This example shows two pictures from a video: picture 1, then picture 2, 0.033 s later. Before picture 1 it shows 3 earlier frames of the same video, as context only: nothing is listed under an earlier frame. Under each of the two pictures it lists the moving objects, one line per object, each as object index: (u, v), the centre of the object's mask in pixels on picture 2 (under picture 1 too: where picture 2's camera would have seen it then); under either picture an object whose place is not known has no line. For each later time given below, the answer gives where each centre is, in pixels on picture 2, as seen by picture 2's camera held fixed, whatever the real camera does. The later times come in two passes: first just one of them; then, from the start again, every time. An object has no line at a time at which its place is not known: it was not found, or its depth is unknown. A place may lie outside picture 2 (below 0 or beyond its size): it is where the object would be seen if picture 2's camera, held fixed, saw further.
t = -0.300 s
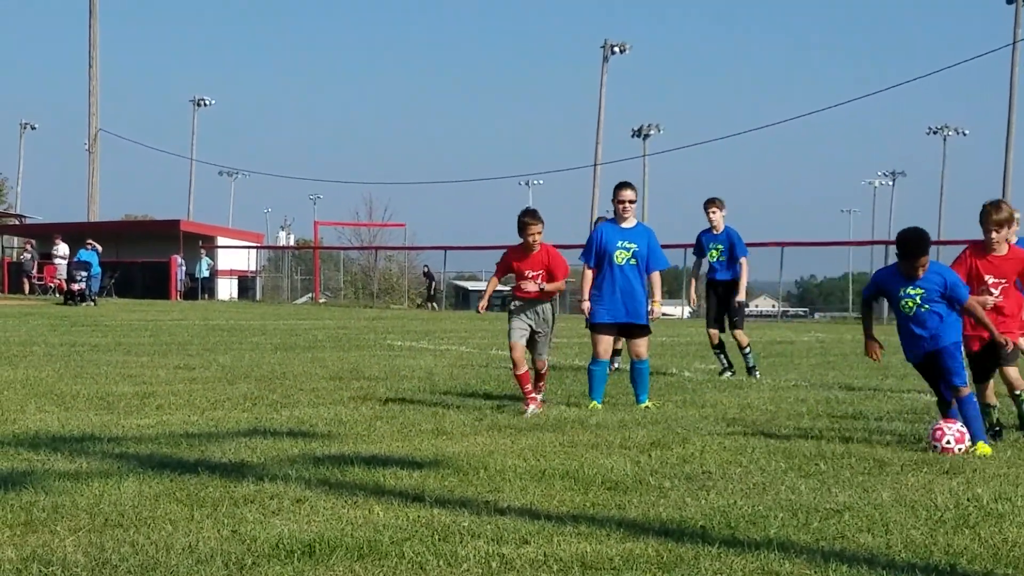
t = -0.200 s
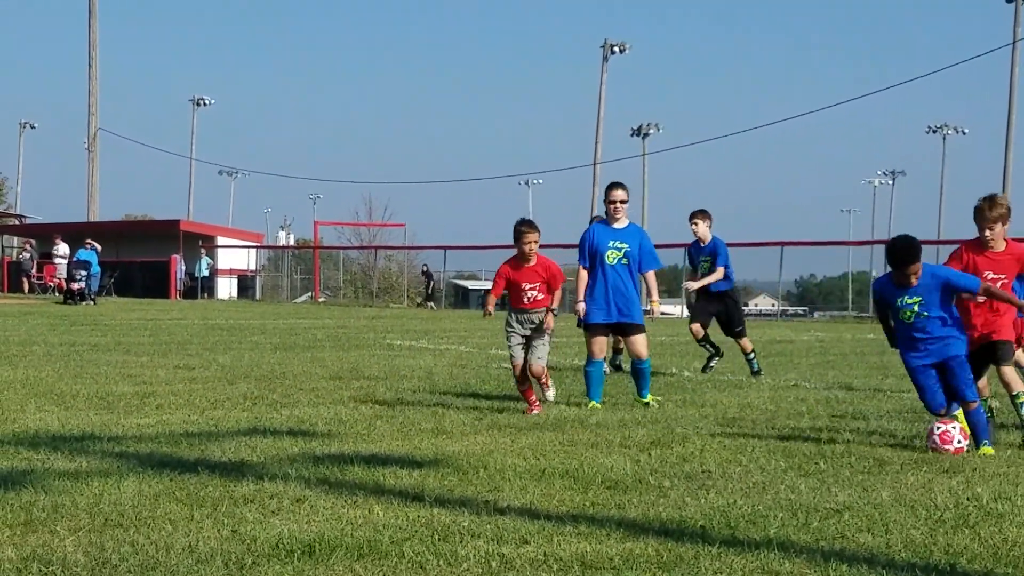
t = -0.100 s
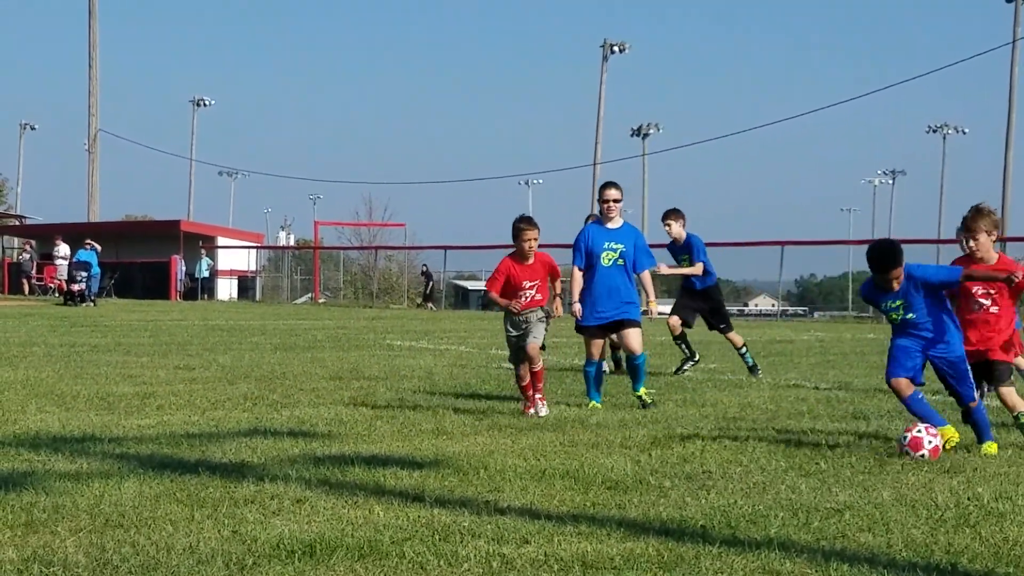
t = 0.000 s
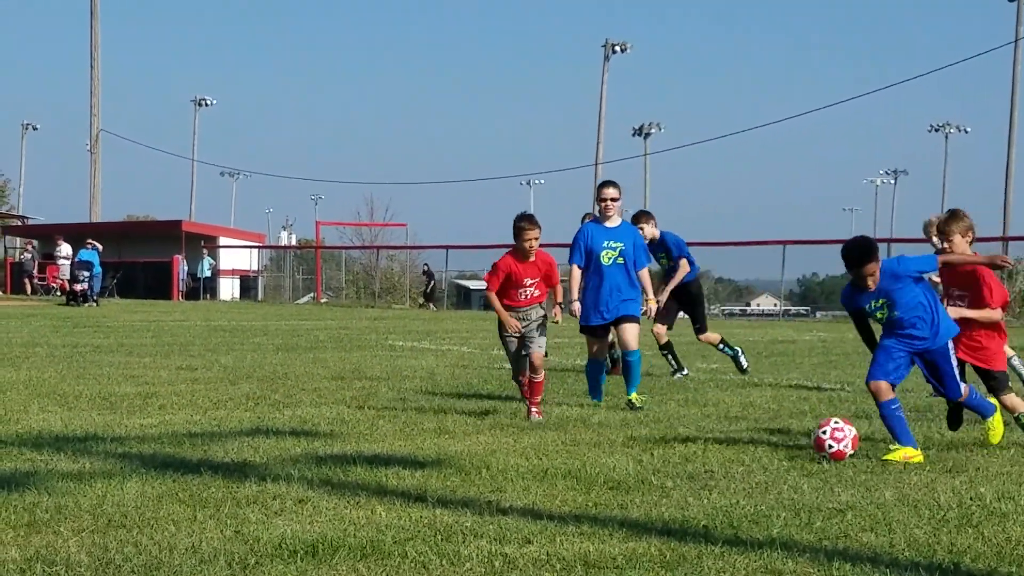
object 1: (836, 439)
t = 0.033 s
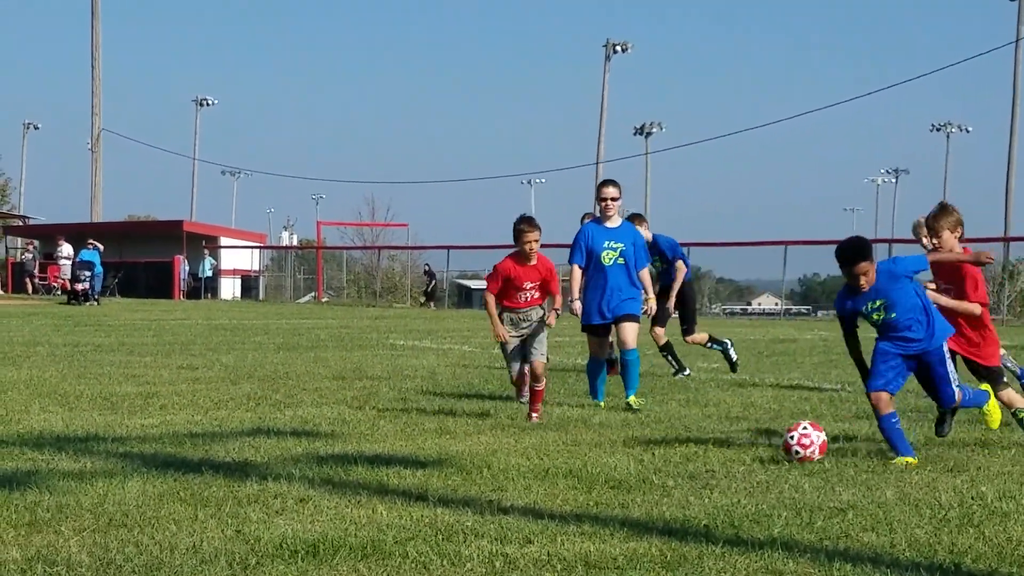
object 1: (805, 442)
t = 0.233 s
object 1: (638, 455)
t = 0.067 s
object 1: (773, 447)
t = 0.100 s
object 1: (740, 451)
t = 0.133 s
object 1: (710, 454)
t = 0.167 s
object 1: (684, 455)
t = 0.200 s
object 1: (661, 455)
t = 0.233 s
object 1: (638, 455)
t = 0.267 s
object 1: (616, 454)
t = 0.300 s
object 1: (593, 457)
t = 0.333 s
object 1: (570, 460)
